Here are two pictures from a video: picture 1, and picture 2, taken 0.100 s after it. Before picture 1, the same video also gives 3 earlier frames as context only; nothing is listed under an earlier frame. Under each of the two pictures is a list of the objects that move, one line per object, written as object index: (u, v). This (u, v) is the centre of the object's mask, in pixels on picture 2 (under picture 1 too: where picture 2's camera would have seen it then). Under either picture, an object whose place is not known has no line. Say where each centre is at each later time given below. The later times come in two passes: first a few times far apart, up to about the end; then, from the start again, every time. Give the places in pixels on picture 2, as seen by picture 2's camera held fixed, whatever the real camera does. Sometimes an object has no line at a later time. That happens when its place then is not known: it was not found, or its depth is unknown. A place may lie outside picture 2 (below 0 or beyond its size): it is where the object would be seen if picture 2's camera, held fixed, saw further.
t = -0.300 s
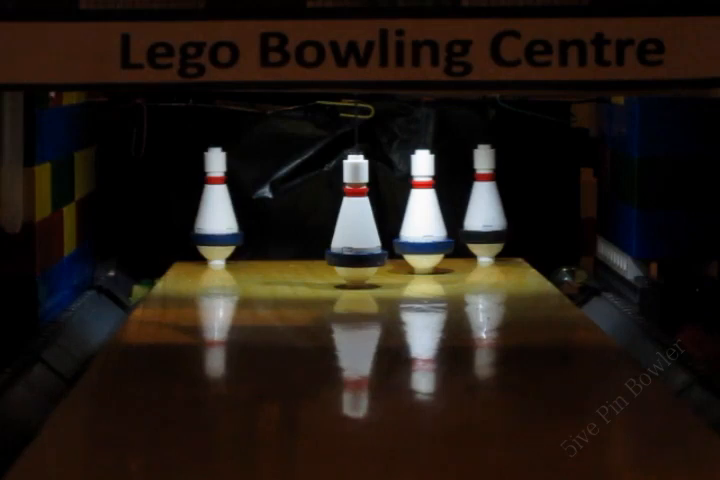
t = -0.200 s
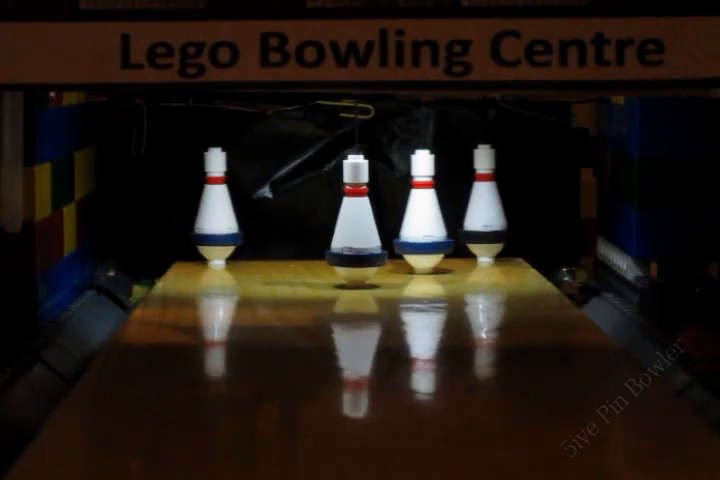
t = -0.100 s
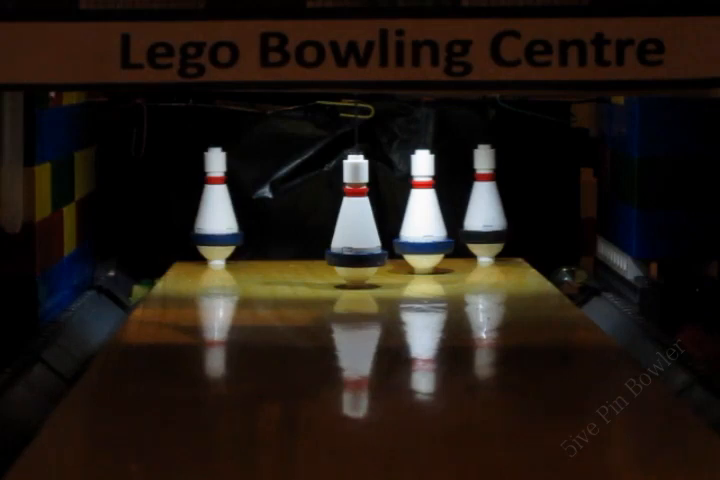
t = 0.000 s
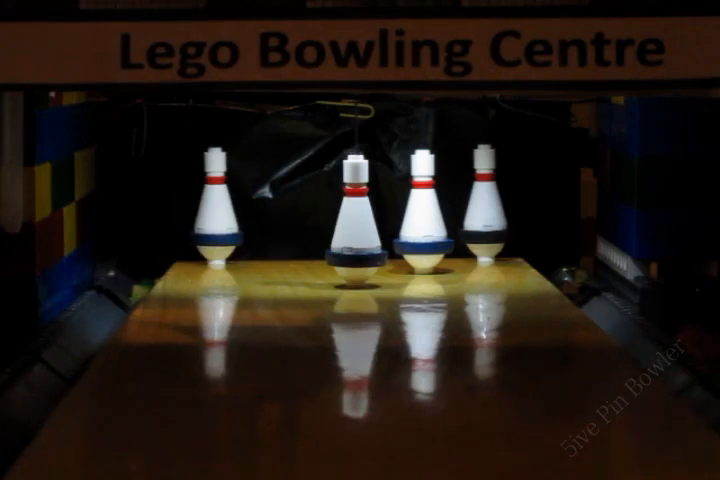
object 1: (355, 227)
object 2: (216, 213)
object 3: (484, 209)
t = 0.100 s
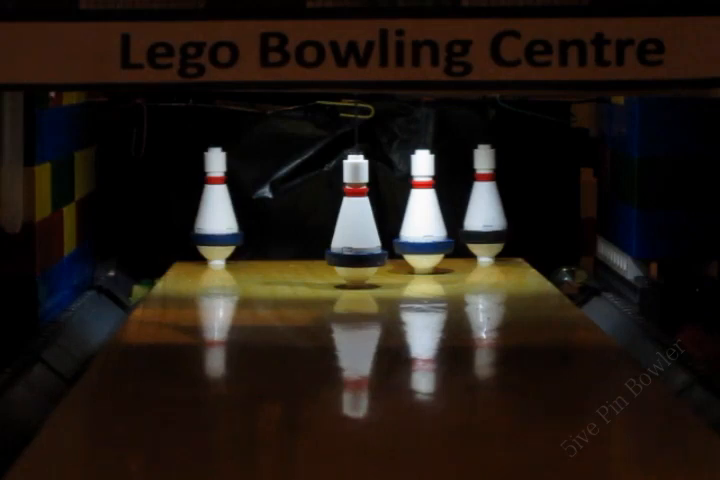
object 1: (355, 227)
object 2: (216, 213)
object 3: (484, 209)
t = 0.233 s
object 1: (355, 227)
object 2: (216, 213)
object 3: (484, 209)
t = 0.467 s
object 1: (346, 218)
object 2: (216, 213)
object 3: (484, 209)
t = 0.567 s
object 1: (282, 240)
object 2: (192, 207)
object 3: (495, 208)
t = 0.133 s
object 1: (355, 227)
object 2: (216, 213)
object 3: (484, 209)
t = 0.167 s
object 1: (355, 227)
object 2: (216, 213)
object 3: (484, 209)
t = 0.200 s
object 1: (355, 227)
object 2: (216, 213)
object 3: (484, 209)
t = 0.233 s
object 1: (355, 227)
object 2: (216, 213)
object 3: (484, 209)
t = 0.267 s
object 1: (355, 227)
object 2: (216, 213)
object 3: (484, 209)
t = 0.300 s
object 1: (355, 227)
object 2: (216, 213)
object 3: (484, 209)
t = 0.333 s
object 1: (355, 227)
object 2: (216, 213)
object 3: (484, 209)
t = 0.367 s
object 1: (355, 227)
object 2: (216, 213)
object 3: (484, 209)
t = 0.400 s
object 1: (355, 227)
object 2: (216, 213)
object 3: (484, 209)
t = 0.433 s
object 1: (355, 225)
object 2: (216, 213)
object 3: (484, 209)
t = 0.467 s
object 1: (346, 218)
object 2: (216, 213)
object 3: (484, 209)
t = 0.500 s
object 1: (323, 227)
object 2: (216, 212)
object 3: (485, 209)
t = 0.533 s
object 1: (284, 233)
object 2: (215, 212)
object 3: (485, 209)
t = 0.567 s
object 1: (282, 240)
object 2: (192, 207)
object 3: (495, 208)
